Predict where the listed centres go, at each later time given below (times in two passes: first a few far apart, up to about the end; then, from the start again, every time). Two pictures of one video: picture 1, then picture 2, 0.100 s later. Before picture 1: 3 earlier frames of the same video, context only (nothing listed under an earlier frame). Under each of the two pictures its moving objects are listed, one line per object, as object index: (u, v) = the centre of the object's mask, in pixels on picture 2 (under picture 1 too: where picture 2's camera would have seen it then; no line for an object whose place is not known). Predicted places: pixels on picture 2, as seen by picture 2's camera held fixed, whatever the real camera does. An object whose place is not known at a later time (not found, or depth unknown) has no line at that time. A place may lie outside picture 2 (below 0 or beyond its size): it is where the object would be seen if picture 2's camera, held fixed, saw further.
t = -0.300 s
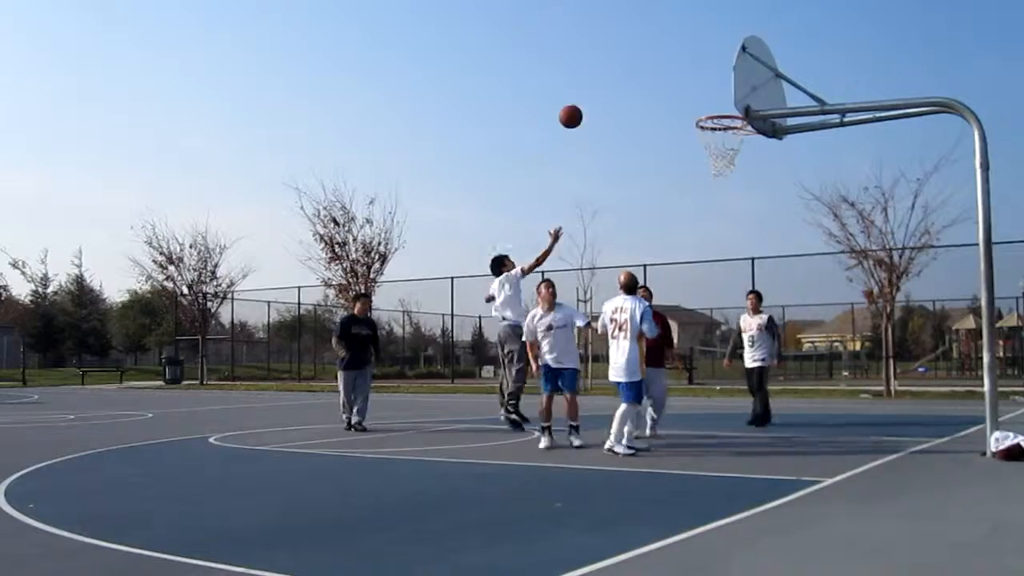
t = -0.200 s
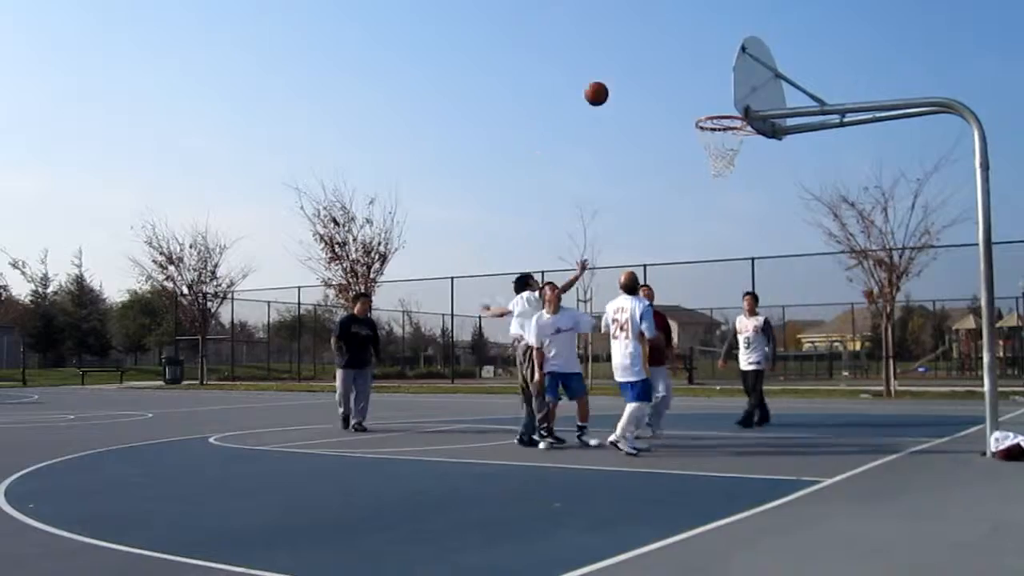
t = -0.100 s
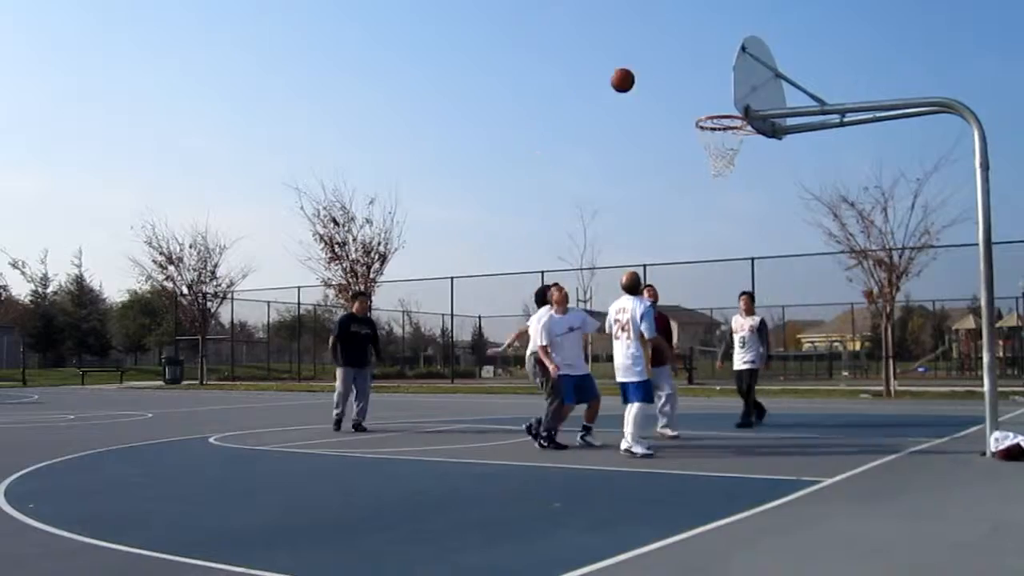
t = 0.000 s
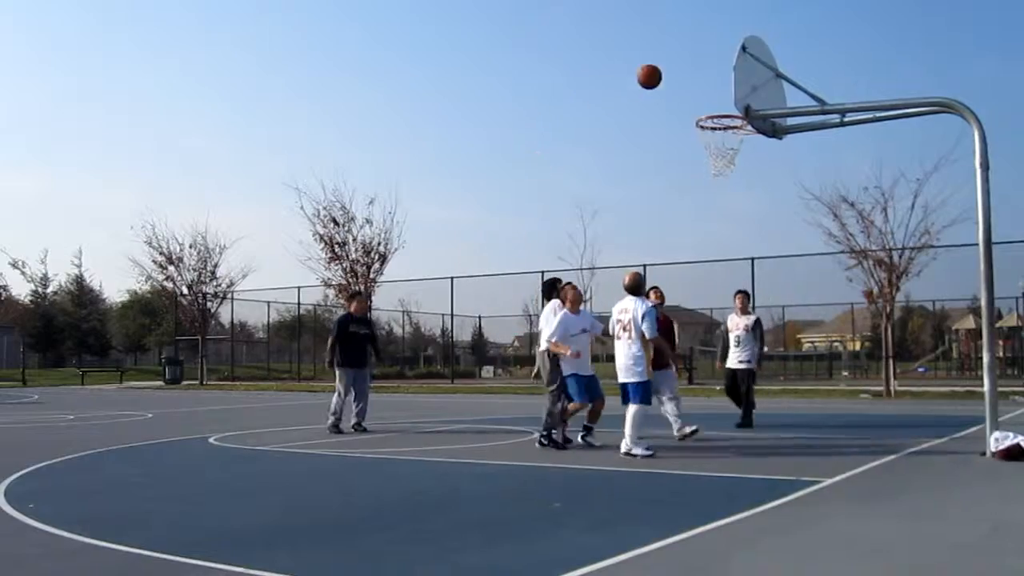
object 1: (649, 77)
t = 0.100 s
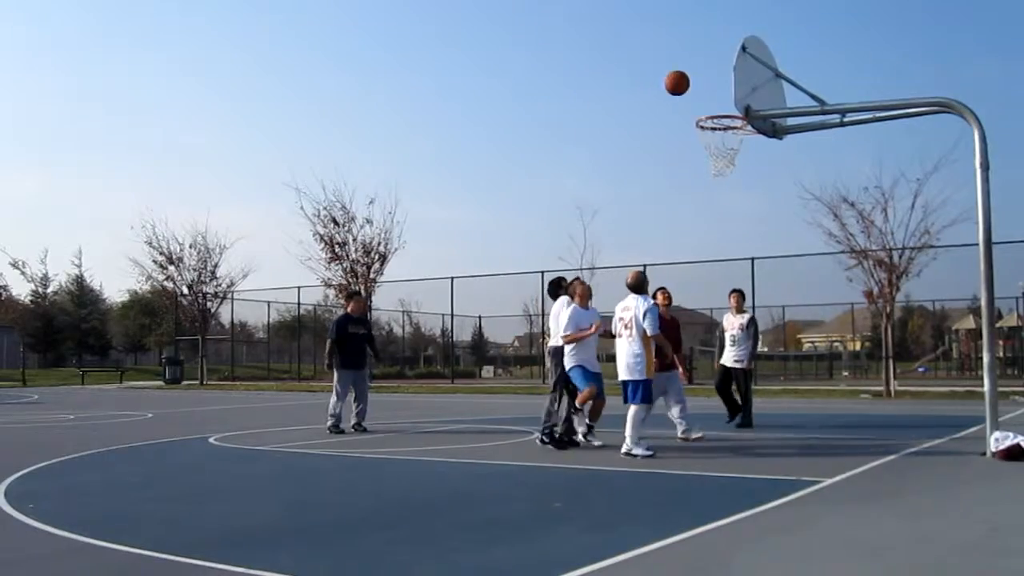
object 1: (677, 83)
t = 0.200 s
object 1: (705, 100)
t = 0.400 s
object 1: (719, 154)
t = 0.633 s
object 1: (709, 162)
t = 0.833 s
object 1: (710, 199)
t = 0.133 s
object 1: (686, 87)
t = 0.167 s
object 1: (696, 93)
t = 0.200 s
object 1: (705, 100)
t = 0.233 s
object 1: (715, 106)
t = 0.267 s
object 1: (726, 116)
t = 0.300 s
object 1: (731, 126)
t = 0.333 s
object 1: (728, 135)
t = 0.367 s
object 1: (723, 145)
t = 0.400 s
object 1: (719, 154)
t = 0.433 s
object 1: (715, 159)
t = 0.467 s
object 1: (712, 160)
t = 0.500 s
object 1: (711, 159)
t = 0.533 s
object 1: (710, 159)
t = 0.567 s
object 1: (709, 159)
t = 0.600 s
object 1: (709, 159)
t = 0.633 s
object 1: (709, 162)
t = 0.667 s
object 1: (709, 165)
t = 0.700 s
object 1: (709, 170)
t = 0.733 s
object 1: (709, 175)
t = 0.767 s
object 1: (710, 182)
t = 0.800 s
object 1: (710, 190)
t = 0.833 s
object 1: (710, 199)
